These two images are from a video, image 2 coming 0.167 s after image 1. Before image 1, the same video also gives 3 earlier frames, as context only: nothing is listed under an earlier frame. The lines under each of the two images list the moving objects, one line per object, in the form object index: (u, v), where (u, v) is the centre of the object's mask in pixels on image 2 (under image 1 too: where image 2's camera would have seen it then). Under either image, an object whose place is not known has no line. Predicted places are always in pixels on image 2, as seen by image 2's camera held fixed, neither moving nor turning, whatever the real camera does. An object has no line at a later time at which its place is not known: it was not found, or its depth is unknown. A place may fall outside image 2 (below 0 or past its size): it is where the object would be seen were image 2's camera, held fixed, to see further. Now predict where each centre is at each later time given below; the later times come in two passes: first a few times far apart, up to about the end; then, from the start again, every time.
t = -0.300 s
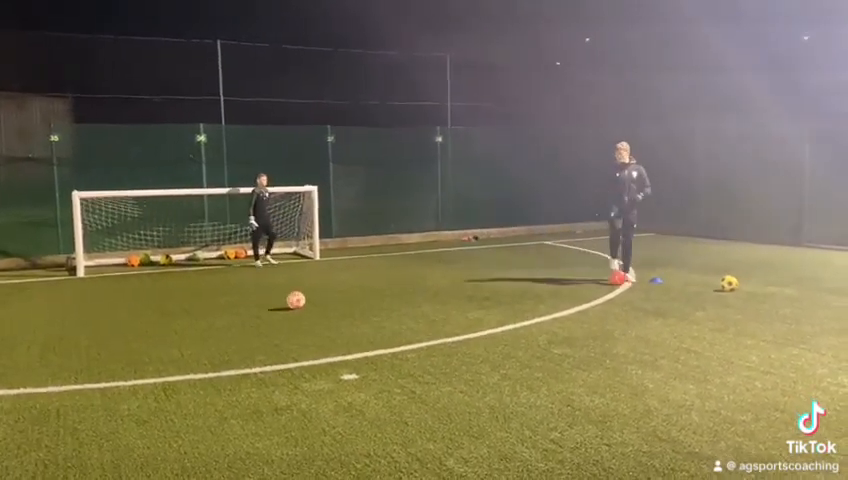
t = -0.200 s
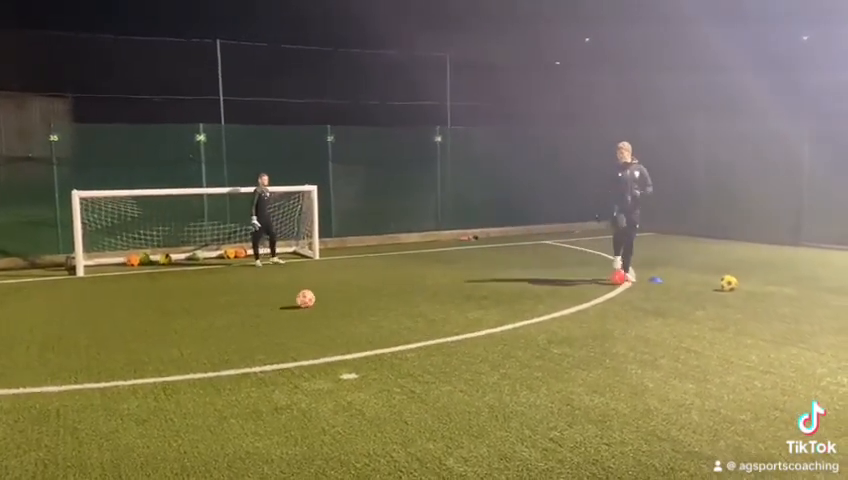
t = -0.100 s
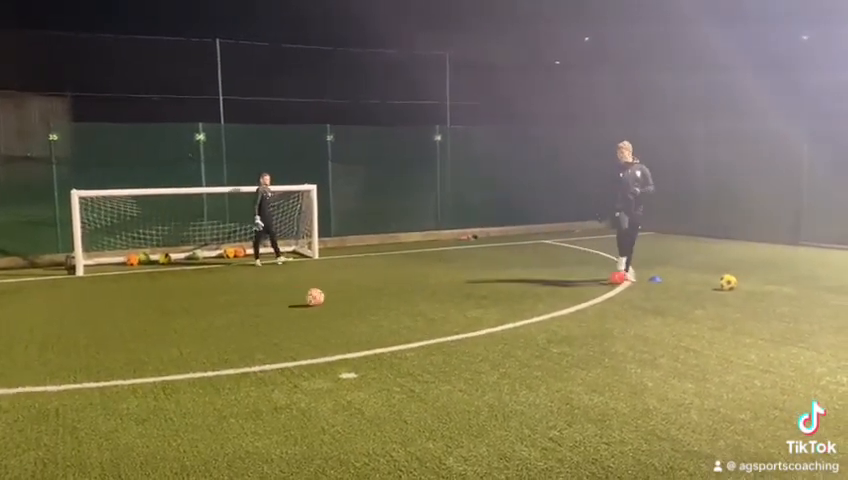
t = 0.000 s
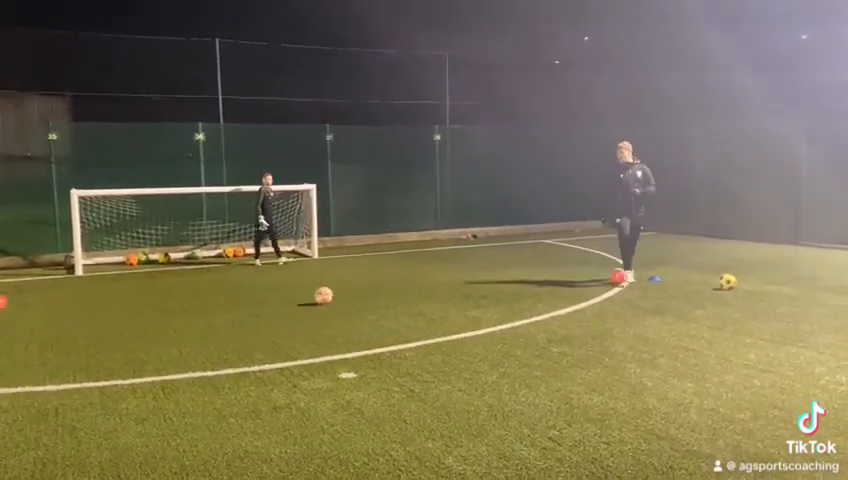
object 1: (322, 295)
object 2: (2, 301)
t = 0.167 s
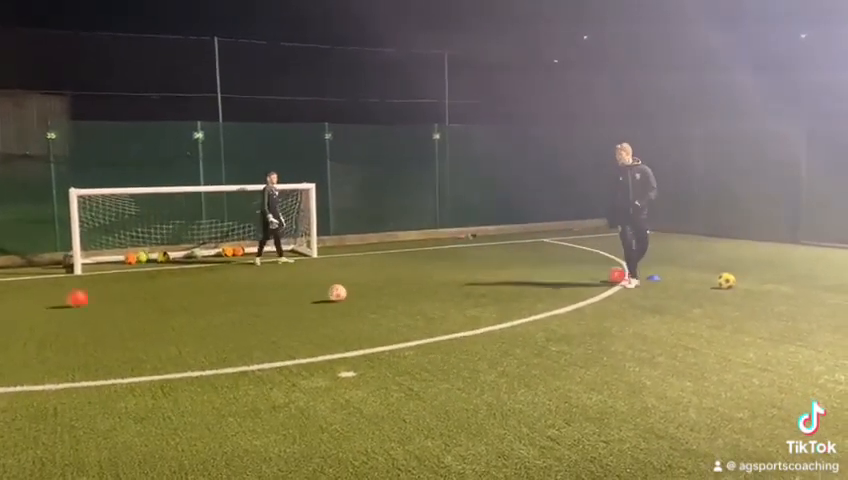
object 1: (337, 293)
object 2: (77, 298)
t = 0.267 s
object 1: (344, 292)
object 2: (118, 296)
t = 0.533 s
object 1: (363, 290)
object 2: (218, 293)
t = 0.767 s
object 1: (376, 288)
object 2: (299, 290)
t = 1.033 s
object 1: (397, 285)
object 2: (376, 284)
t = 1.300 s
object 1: (447, 283)
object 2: (398, 286)
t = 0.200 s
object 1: (339, 293)
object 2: (91, 297)
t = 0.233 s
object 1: (342, 292)
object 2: (104, 297)
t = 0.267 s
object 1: (344, 292)
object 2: (118, 296)
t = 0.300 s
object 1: (346, 291)
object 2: (132, 297)
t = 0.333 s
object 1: (349, 291)
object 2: (145, 296)
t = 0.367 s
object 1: (352, 291)
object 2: (156, 296)
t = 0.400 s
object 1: (354, 291)
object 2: (169, 295)
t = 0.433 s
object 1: (356, 291)
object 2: (182, 296)
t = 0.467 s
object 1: (358, 290)
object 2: (194, 294)
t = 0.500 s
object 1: (360, 290)
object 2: (206, 294)
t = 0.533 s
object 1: (363, 290)
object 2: (218, 293)
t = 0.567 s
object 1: (365, 290)
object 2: (230, 294)
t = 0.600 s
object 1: (366, 289)
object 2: (242, 292)
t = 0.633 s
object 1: (368, 289)
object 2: (253, 292)
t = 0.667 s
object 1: (370, 288)
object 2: (265, 291)
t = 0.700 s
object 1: (372, 288)
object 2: (276, 291)
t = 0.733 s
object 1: (374, 288)
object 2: (288, 291)
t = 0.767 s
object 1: (376, 288)
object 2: (299, 290)
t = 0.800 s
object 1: (377, 288)
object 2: (310, 291)
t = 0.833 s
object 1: (379, 288)
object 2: (322, 289)
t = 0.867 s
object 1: (381, 287)
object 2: (333, 288)
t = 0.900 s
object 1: (383, 287)
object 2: (345, 288)
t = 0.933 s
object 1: (384, 287)
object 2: (355, 287)
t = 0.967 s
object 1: (386, 286)
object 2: (365, 287)
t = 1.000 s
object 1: (390, 286)
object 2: (373, 286)
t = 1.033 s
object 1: (397, 285)
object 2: (376, 284)
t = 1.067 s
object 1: (405, 283)
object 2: (378, 284)
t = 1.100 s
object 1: (412, 283)
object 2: (380, 284)
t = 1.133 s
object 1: (419, 283)
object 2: (382, 284)
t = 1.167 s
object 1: (426, 284)
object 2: (384, 286)
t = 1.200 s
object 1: (433, 284)
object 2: (387, 287)
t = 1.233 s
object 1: (437, 283)
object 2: (391, 286)
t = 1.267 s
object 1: (442, 283)
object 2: (394, 286)
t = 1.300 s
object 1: (447, 283)
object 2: (398, 286)
